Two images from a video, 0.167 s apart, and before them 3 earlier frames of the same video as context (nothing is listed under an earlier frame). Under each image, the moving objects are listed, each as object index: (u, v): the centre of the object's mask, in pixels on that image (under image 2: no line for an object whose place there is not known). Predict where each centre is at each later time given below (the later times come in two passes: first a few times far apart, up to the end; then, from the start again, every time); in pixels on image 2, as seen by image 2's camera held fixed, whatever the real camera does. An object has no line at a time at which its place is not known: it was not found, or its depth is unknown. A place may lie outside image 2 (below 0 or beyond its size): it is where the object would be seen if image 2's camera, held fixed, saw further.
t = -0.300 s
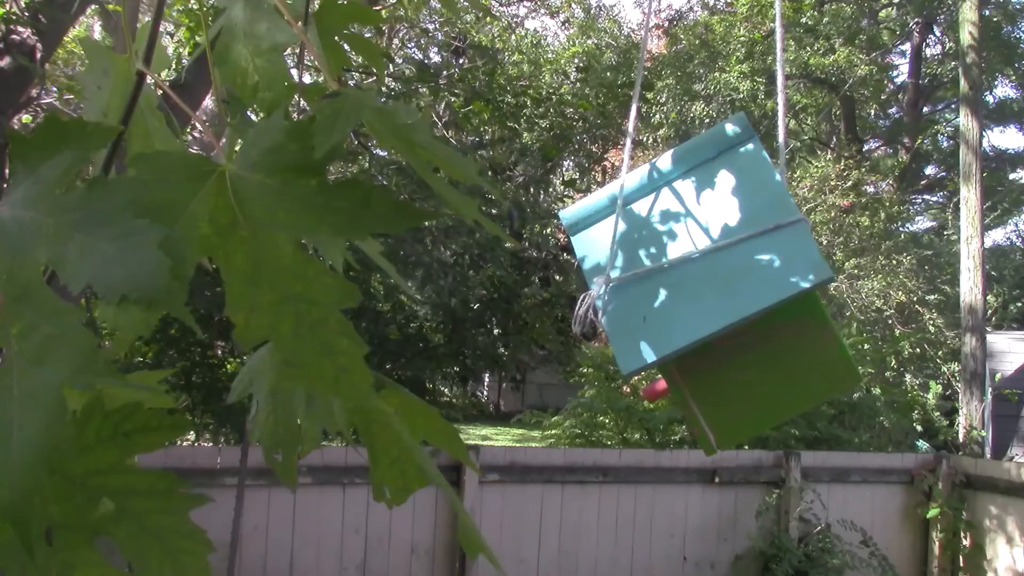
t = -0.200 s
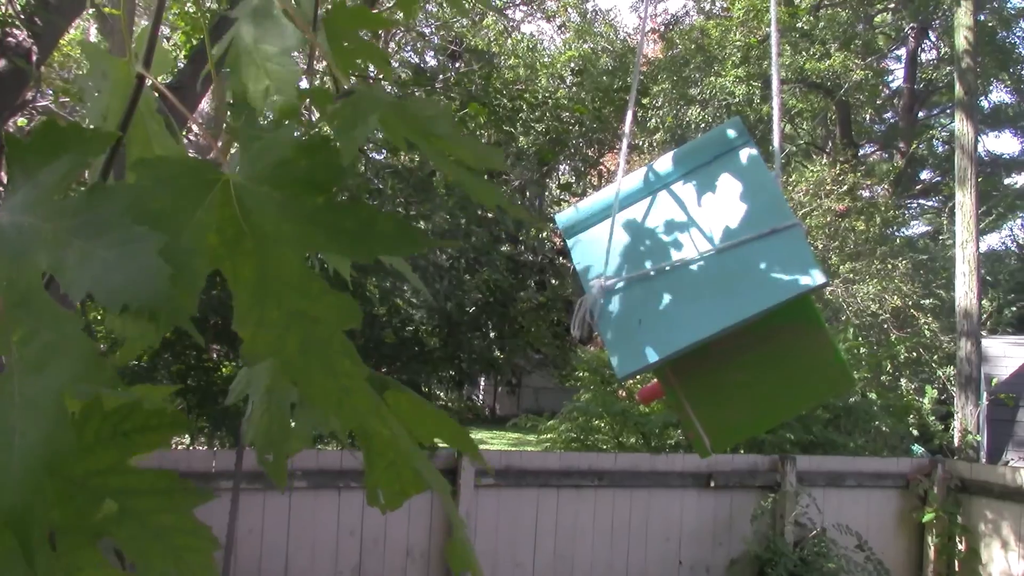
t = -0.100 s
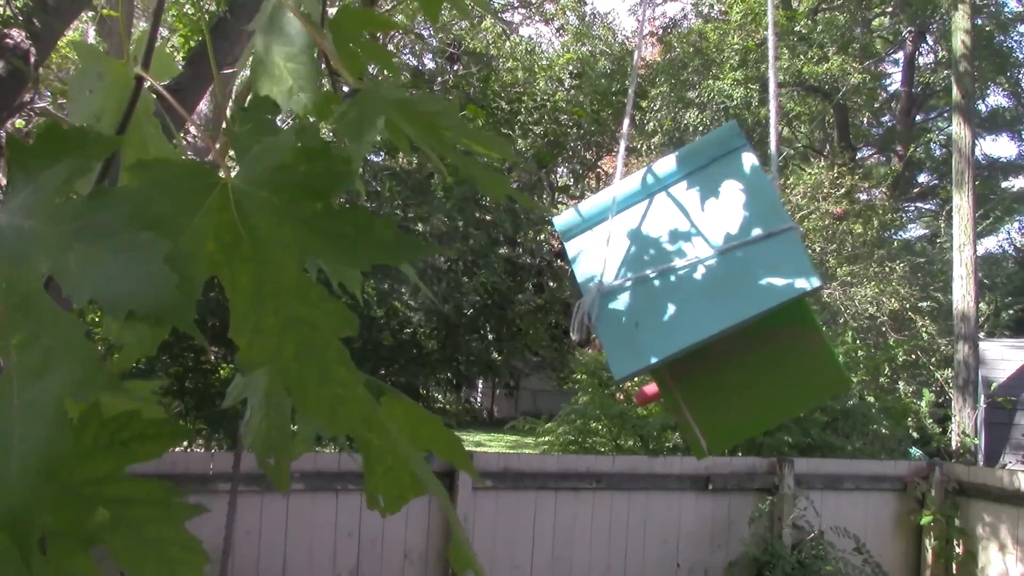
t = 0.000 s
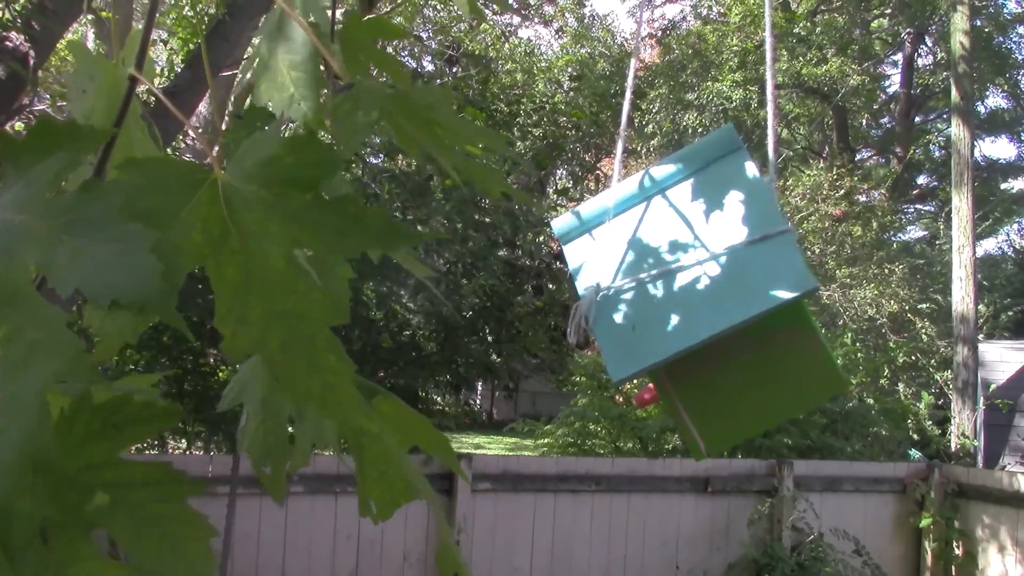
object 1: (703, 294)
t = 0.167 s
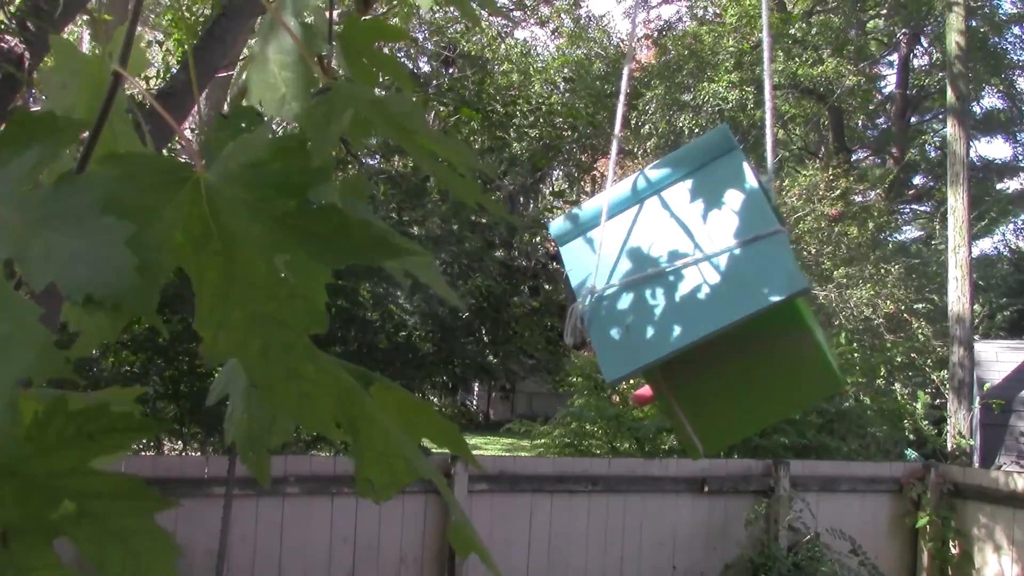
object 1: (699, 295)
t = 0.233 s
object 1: (700, 295)
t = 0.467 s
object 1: (705, 292)
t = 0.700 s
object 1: (697, 287)
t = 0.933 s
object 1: (689, 285)
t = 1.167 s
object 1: (683, 285)
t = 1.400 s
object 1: (691, 288)
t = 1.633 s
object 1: (702, 296)
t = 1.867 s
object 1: (707, 300)
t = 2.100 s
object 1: (708, 302)
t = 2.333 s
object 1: (702, 302)
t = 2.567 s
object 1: (695, 304)
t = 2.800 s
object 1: (693, 305)
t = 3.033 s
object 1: (699, 305)
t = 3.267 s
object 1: (704, 306)
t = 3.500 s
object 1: (706, 303)
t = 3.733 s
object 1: (702, 303)
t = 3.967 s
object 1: (699, 308)
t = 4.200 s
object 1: (709, 309)
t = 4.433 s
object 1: (716, 307)
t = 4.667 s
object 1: (708, 305)
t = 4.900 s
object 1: (691, 304)
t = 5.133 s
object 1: (675, 300)
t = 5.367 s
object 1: (674, 296)
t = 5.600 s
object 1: (686, 292)
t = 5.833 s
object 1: (694, 290)
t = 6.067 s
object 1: (689, 286)
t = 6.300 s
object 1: (673, 288)
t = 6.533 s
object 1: (651, 289)
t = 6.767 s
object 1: (650, 291)
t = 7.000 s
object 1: (662, 292)
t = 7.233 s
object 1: (681, 293)
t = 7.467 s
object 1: (687, 292)
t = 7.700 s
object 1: (685, 287)
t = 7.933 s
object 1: (679, 287)
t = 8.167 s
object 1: (699, 284)
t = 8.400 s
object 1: (712, 272)
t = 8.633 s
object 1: (733, 271)
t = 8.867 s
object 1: (743, 265)
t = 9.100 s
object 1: (729, 265)
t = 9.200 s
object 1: (722, 266)
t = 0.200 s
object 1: (700, 295)
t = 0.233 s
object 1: (700, 295)
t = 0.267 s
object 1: (700, 295)
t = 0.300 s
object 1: (701, 294)
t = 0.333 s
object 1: (702, 293)
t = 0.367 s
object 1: (703, 293)
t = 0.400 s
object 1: (704, 292)
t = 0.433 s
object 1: (705, 292)
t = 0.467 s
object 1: (705, 292)
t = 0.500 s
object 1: (710, 294)
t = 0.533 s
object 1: (709, 294)
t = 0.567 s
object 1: (702, 291)
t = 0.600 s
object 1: (701, 290)
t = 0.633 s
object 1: (705, 291)
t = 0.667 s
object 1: (698, 288)
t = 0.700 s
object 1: (697, 287)
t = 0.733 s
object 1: (700, 288)
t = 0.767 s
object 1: (698, 288)
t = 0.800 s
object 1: (696, 287)
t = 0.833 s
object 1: (694, 287)
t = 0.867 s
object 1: (692, 286)
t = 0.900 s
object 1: (691, 286)
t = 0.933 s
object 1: (689, 285)
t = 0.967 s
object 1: (688, 284)
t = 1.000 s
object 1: (684, 284)
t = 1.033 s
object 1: (683, 284)
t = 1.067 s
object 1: (683, 284)
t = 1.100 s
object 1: (682, 284)
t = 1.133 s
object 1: (683, 285)
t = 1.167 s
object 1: (683, 285)
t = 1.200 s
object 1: (683, 286)
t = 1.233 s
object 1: (684, 286)
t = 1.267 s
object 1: (685, 285)
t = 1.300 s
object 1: (687, 286)
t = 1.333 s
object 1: (688, 286)
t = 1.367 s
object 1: (689, 287)
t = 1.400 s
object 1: (691, 288)
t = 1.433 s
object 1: (692, 289)
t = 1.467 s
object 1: (695, 290)
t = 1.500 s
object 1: (696, 292)
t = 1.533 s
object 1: (698, 292)
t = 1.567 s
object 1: (700, 294)
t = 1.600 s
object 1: (701, 295)
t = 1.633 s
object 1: (702, 296)
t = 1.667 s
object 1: (703, 297)
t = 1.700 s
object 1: (704, 297)
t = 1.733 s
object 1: (705, 298)
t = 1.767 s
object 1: (706, 299)
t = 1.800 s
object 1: (706, 299)
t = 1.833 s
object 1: (707, 299)
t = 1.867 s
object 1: (707, 300)
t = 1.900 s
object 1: (708, 300)
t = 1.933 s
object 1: (708, 301)
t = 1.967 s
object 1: (708, 301)
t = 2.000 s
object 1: (708, 301)
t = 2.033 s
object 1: (708, 301)
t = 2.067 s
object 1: (709, 301)
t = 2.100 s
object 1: (708, 302)
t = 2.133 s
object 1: (708, 302)
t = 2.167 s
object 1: (707, 302)
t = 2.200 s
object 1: (707, 302)
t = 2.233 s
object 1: (705, 302)
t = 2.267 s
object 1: (704, 302)
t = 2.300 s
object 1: (703, 302)
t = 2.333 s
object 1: (702, 302)
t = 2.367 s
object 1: (701, 303)
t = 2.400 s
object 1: (700, 303)
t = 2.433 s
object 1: (699, 303)
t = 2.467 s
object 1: (697, 303)
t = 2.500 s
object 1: (696, 304)
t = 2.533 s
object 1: (696, 304)
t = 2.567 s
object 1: (695, 304)
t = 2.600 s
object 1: (694, 304)
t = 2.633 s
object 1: (694, 305)
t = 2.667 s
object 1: (693, 305)
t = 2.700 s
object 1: (693, 305)
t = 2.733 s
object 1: (693, 305)
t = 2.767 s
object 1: (693, 305)
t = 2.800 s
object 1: (693, 305)
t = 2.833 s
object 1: (694, 305)
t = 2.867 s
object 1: (695, 305)
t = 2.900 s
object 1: (696, 305)
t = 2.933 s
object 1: (696, 305)
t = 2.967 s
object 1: (697, 306)
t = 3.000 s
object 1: (698, 306)
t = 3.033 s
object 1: (699, 305)
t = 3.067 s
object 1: (700, 305)
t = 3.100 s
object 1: (700, 305)
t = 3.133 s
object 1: (701, 305)
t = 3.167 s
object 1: (702, 306)
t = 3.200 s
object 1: (703, 306)
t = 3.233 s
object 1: (703, 306)
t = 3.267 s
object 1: (704, 306)
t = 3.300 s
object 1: (704, 306)
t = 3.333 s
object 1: (704, 306)
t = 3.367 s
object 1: (705, 305)
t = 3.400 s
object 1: (705, 305)
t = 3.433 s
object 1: (706, 304)
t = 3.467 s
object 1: (706, 304)
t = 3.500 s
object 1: (706, 303)
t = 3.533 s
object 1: (706, 303)
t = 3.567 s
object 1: (705, 303)
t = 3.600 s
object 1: (704, 303)
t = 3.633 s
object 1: (704, 303)
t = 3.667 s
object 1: (703, 303)
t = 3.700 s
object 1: (702, 303)
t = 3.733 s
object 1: (702, 303)
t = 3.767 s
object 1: (701, 304)
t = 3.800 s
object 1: (700, 305)
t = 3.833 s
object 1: (699, 305)
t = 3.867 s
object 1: (699, 306)
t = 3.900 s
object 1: (699, 306)
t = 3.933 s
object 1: (699, 307)
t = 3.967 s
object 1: (699, 308)
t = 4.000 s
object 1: (700, 309)
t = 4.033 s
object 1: (701, 309)
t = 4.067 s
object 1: (702, 309)
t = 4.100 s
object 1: (704, 309)
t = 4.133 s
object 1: (705, 309)
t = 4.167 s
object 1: (707, 309)
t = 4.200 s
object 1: (709, 309)
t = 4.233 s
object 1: (711, 308)
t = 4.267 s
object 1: (713, 308)
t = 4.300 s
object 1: (714, 308)
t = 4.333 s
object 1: (714, 307)
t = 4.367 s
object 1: (715, 307)
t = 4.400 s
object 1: (715, 307)
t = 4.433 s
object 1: (716, 307)
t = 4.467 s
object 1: (716, 306)
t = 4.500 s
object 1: (715, 307)
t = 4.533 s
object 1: (715, 306)
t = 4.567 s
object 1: (714, 306)
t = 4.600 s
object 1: (713, 306)
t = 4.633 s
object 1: (711, 305)
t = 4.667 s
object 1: (708, 305)
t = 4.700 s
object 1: (706, 305)
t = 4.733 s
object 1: (704, 305)
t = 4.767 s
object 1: (702, 305)
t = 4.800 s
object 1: (699, 305)
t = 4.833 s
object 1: (696, 305)
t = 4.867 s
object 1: (694, 304)
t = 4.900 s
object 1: (691, 304)
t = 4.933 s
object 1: (687, 304)
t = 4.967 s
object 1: (684, 303)
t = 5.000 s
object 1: (682, 303)
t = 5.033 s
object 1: (680, 302)
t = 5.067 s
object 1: (678, 301)
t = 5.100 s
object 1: (676, 301)
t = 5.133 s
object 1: (675, 300)
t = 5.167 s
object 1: (674, 300)
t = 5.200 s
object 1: (674, 299)
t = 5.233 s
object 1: (673, 299)
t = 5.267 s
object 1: (673, 298)
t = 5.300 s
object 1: (673, 297)
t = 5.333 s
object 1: (673, 297)
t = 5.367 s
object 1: (674, 296)
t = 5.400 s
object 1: (675, 296)
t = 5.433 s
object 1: (676, 295)
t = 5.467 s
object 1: (678, 293)
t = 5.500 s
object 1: (680, 293)
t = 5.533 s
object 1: (682, 293)
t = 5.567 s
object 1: (684, 292)
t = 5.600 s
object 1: (686, 292)
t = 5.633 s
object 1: (687, 291)
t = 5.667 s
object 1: (689, 292)
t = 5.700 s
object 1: (690, 292)
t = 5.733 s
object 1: (691, 291)
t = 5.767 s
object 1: (693, 291)
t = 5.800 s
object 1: (693, 291)
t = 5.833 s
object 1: (694, 290)
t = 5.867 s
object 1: (694, 289)
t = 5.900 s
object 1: (694, 289)
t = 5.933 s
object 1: (694, 288)
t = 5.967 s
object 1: (693, 287)
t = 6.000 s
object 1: (693, 287)
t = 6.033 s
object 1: (691, 287)
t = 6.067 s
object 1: (689, 286)
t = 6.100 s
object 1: (687, 286)
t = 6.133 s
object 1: (684, 286)
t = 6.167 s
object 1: (681, 286)
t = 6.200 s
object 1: (678, 287)
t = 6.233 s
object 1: (676, 287)
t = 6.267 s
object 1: (673, 287)
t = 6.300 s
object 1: (673, 288)
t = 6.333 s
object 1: (670, 288)
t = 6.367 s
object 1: (664, 288)
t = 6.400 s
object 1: (661, 289)
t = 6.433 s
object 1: (658, 288)
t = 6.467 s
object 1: (655, 289)
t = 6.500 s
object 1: (653, 289)
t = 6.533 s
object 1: (651, 289)
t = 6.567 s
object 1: (649, 289)
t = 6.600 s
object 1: (652, 291)
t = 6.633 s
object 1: (651, 291)
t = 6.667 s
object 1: (650, 291)
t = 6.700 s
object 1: (649, 291)
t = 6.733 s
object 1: (645, 289)
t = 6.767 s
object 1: (650, 291)
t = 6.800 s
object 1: (651, 291)
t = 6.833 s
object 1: (647, 289)
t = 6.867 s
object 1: (654, 292)
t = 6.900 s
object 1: (655, 292)
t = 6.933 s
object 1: (657, 292)
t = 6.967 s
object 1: (660, 292)
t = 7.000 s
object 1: (662, 292)
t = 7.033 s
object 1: (665, 292)
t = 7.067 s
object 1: (668, 293)
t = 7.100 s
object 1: (671, 293)
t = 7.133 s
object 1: (673, 293)
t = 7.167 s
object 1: (676, 293)
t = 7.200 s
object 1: (678, 293)
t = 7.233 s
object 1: (681, 293)
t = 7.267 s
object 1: (683, 293)
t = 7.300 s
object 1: (684, 293)
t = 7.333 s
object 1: (685, 293)
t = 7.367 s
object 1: (686, 293)
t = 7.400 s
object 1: (687, 293)
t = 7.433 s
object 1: (687, 292)
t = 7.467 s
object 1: (687, 292)
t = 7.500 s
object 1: (679, 287)
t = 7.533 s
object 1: (678, 286)
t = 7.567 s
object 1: (687, 290)
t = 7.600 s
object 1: (687, 289)
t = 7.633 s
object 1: (686, 288)
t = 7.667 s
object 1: (685, 287)
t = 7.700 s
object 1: (685, 287)
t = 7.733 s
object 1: (683, 286)
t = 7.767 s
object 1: (682, 287)
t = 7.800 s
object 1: (681, 287)
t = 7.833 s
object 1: (680, 287)
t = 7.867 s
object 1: (679, 287)
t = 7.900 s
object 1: (679, 287)
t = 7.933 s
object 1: (679, 287)
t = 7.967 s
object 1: (680, 287)
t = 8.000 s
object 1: (682, 286)
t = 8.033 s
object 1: (685, 285)
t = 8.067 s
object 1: (688, 285)
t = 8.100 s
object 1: (691, 284)
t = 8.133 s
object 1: (695, 284)
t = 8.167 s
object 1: (699, 284)
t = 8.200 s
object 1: (687, 277)
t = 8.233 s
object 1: (691, 276)
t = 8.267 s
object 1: (695, 275)
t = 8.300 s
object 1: (699, 274)
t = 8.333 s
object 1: (704, 274)
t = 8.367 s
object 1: (709, 273)
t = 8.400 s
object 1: (712, 272)
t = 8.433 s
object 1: (717, 272)
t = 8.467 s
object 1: (720, 272)
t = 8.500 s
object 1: (723, 272)
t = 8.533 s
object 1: (756, 268)
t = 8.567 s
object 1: (729, 272)
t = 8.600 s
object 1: (762, 266)
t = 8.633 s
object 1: (733, 271)
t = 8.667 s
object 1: (736, 270)
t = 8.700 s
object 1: (737, 270)
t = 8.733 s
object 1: (775, 262)
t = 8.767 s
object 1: (741, 268)
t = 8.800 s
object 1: (742, 267)
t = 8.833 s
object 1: (743, 265)
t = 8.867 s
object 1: (743, 265)
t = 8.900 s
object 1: (742, 264)
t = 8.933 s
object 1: (742, 264)
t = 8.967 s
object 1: (740, 263)
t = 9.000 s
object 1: (738, 264)
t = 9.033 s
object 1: (735, 264)
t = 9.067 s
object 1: (732, 265)
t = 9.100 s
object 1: (729, 265)
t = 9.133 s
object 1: (727, 265)
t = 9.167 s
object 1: (724, 265)
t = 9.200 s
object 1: (722, 266)
